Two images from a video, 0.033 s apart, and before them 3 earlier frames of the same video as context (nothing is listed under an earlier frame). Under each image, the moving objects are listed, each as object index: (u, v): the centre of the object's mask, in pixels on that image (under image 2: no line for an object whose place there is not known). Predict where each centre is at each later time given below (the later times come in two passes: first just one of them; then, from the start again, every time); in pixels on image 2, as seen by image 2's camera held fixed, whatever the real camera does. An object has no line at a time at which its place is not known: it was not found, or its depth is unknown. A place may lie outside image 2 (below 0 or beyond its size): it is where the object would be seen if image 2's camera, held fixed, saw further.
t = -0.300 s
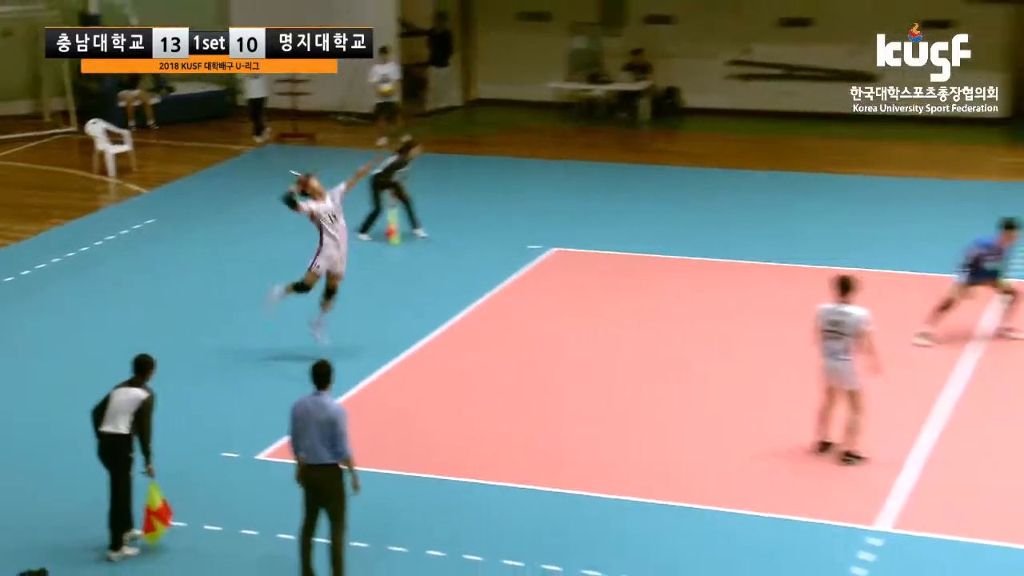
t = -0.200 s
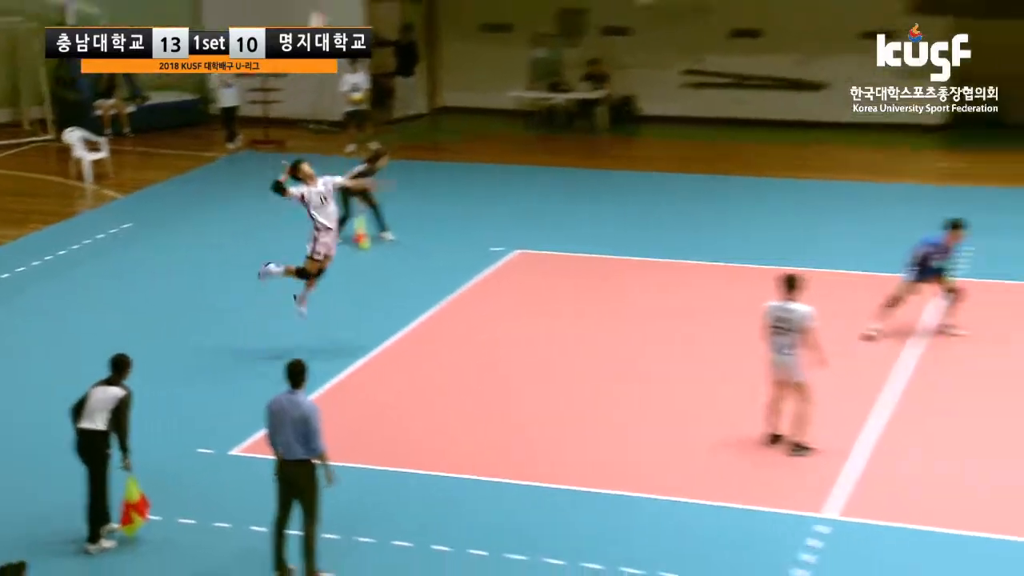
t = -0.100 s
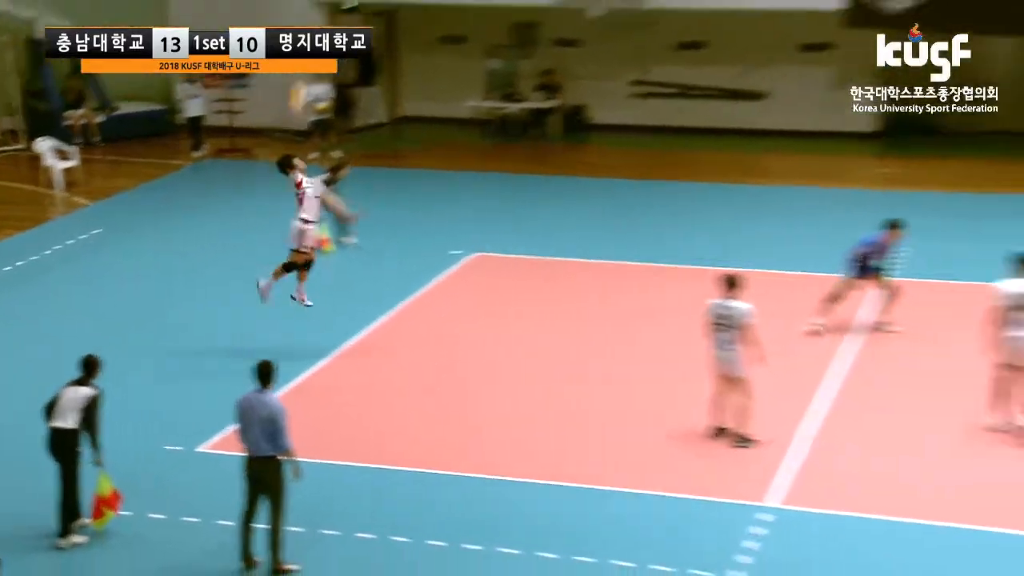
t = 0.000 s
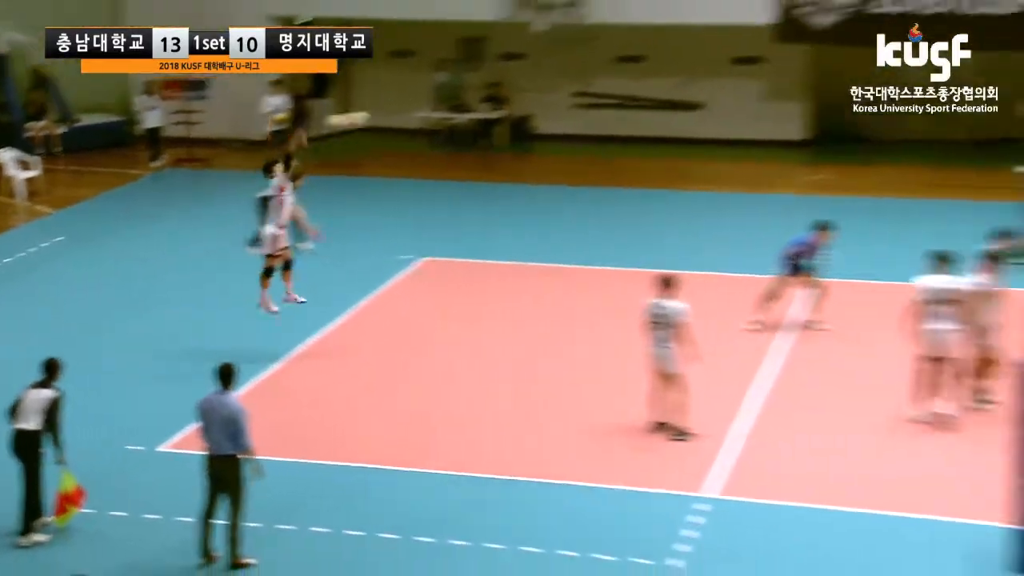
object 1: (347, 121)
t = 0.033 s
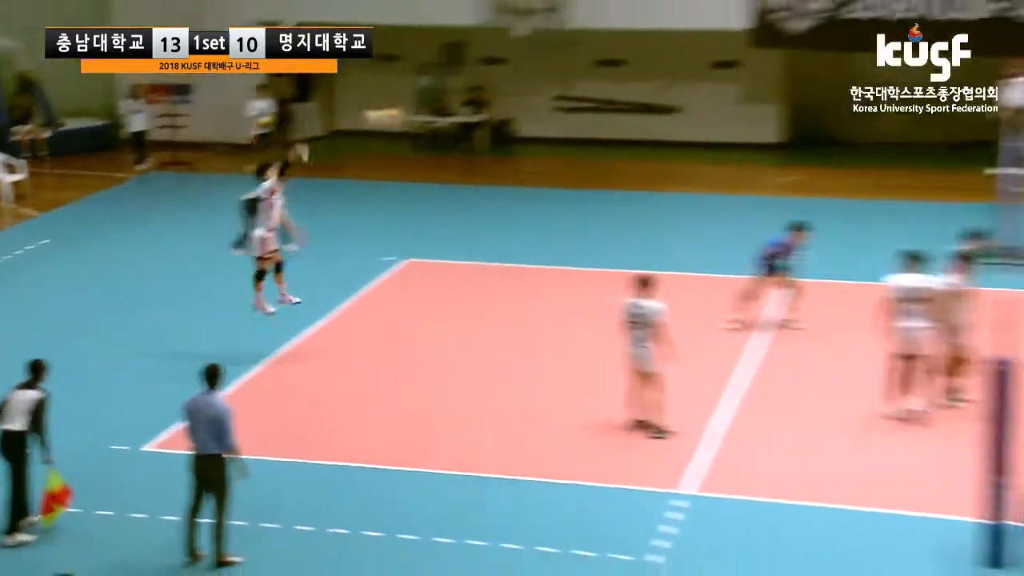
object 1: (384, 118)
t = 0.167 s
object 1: (587, 102)
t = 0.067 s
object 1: (437, 109)
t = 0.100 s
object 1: (489, 106)
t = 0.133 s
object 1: (538, 102)
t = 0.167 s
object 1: (587, 102)
